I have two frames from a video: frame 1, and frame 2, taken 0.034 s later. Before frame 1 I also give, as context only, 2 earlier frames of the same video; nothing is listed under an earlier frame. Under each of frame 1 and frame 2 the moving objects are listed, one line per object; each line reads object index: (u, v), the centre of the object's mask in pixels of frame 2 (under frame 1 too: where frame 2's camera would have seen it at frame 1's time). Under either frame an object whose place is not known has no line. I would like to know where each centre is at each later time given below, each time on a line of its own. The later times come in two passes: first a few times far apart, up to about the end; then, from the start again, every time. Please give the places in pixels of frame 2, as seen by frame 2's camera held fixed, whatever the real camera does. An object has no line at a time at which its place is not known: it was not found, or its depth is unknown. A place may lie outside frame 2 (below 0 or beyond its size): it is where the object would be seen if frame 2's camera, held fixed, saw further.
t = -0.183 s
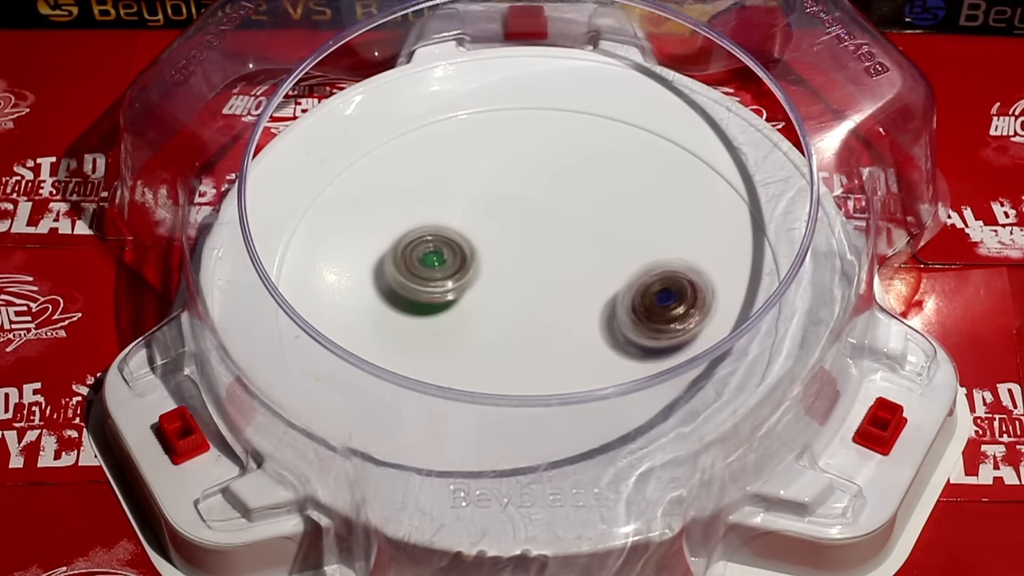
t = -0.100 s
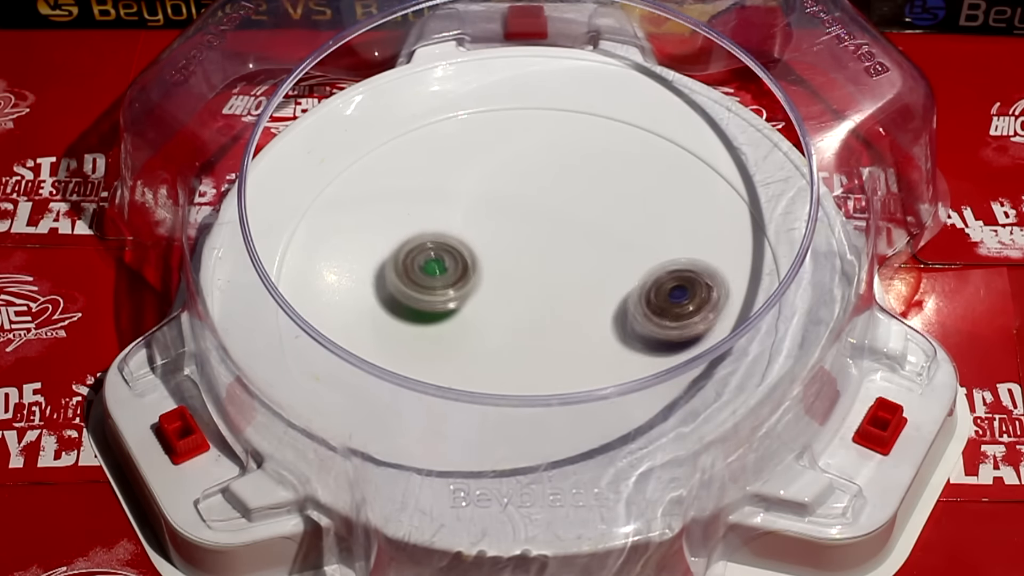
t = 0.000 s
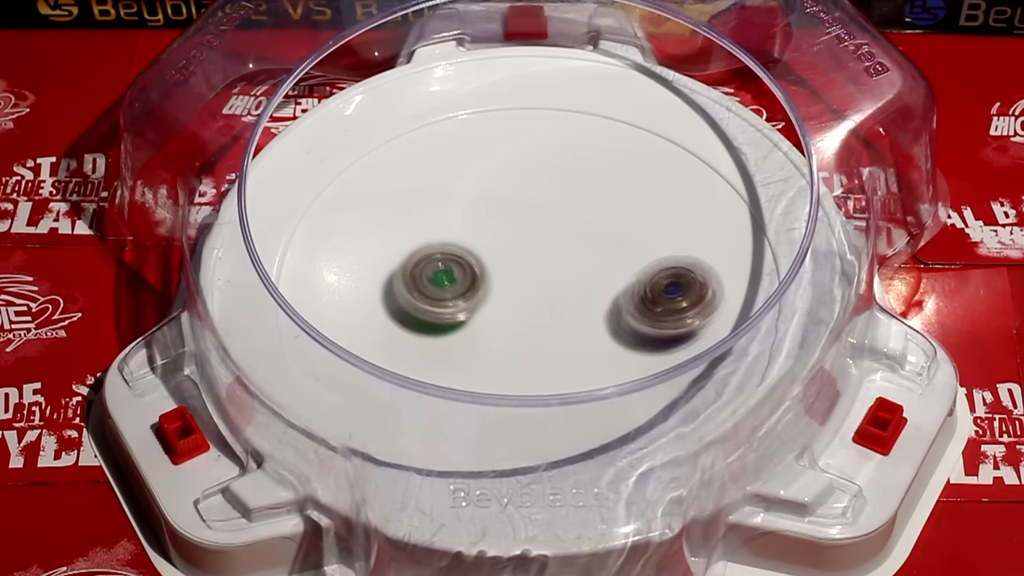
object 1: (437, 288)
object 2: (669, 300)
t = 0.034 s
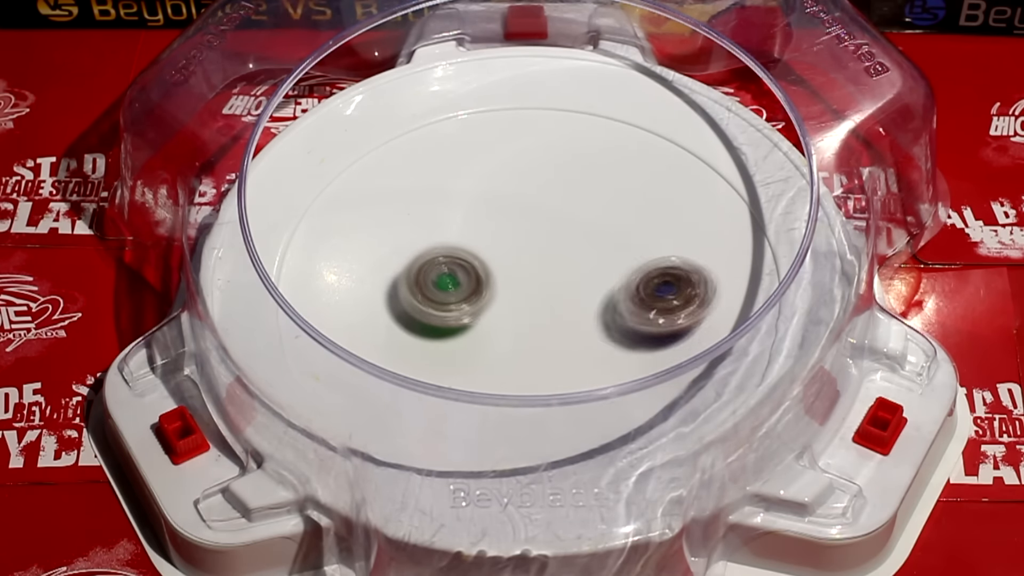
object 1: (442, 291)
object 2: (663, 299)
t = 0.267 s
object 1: (449, 307)
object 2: (612, 291)
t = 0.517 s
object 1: (343, 305)
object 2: (710, 261)
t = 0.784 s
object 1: (409, 334)
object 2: (646, 277)
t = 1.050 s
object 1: (482, 338)
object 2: (552, 263)
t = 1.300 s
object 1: (529, 348)
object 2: (565, 223)
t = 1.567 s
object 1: (579, 338)
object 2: (548, 266)
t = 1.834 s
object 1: (598, 329)
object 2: (516, 268)
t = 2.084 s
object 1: (599, 332)
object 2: (517, 237)
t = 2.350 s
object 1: (587, 330)
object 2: (537, 216)
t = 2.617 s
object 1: (549, 391)
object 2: (523, 160)
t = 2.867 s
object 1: (544, 368)
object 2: (522, 183)
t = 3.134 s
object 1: (539, 337)
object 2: (536, 263)
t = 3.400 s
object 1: (556, 328)
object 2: (542, 247)
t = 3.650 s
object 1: (581, 300)
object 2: (538, 244)
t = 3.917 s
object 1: (599, 293)
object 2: (534, 242)
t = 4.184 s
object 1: (583, 299)
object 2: (534, 242)
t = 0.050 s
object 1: (444, 293)
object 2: (657, 299)
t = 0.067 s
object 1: (447, 295)
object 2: (651, 298)
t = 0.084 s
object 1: (449, 297)
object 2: (647, 297)
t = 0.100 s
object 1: (452, 298)
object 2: (641, 297)
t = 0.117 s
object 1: (455, 300)
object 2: (634, 298)
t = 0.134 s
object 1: (458, 301)
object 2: (628, 297)
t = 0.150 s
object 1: (461, 303)
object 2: (623, 296)
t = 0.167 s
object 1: (465, 304)
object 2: (614, 297)
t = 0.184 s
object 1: (468, 305)
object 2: (606, 297)
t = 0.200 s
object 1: (471, 307)
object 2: (601, 294)
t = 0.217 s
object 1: (474, 308)
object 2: (595, 294)
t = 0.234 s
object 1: (477, 309)
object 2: (587, 293)
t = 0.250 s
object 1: (473, 308)
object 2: (595, 292)
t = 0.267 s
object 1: (449, 307)
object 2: (612, 291)
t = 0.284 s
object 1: (430, 306)
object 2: (627, 292)
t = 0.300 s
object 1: (409, 304)
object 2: (644, 286)
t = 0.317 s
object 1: (391, 301)
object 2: (661, 282)
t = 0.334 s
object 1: (375, 299)
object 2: (670, 282)
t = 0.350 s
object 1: (362, 298)
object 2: (681, 280)
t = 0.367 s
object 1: (353, 297)
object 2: (689, 277)
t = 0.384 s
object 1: (346, 295)
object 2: (697, 272)
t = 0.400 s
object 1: (341, 295)
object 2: (704, 270)
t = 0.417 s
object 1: (338, 294)
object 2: (709, 270)
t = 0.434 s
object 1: (337, 295)
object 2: (710, 268)
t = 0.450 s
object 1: (337, 297)
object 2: (710, 267)
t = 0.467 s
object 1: (338, 298)
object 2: (712, 264)
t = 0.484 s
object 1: (339, 300)
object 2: (712, 264)
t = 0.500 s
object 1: (341, 303)
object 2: (711, 263)
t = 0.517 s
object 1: (343, 305)
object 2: (710, 261)
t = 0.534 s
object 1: (345, 307)
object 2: (710, 260)
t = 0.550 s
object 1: (348, 309)
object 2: (708, 260)
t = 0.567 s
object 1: (351, 312)
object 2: (704, 261)
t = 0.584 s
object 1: (354, 314)
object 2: (702, 261)
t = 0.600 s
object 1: (358, 316)
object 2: (703, 260)
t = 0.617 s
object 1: (362, 318)
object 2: (700, 262)
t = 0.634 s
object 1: (366, 320)
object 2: (696, 264)
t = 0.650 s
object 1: (370, 322)
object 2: (692, 265)
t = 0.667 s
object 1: (375, 324)
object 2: (689, 265)
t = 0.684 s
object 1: (380, 326)
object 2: (685, 267)
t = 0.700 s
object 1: (384, 328)
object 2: (679, 270)
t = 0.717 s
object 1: (389, 329)
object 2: (671, 272)
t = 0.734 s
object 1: (393, 331)
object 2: (666, 273)
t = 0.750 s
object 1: (398, 332)
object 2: (663, 273)
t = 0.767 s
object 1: (404, 333)
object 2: (654, 275)
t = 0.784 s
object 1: (409, 334)
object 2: (646, 277)
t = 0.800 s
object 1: (414, 334)
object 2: (638, 279)
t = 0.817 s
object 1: (420, 335)
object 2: (632, 279)
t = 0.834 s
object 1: (425, 336)
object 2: (625, 280)
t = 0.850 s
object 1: (430, 336)
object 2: (614, 285)
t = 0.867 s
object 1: (437, 336)
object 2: (608, 281)
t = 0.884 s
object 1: (442, 336)
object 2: (598, 286)
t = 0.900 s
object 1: (448, 336)
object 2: (592, 286)
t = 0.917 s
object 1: (454, 334)
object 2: (584, 284)
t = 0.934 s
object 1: (459, 334)
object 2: (576, 283)
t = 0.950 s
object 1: (464, 334)
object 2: (569, 283)
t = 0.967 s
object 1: (470, 332)
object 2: (570, 278)
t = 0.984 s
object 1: (476, 332)
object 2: (563, 277)
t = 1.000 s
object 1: (482, 331)
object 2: (556, 276)
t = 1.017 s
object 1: (485, 331)
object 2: (551, 273)
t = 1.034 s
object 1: (483, 334)
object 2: (557, 265)
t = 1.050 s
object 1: (482, 338)
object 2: (552, 263)
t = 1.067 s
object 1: (481, 341)
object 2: (557, 251)
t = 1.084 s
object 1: (482, 343)
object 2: (560, 243)
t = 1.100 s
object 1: (484, 344)
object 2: (560, 239)
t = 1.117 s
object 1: (487, 345)
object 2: (561, 235)
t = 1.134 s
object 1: (491, 345)
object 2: (563, 232)
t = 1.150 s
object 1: (495, 346)
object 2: (563, 228)
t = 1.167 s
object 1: (498, 346)
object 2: (564, 225)
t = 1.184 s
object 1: (502, 347)
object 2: (566, 223)
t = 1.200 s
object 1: (506, 347)
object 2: (567, 222)
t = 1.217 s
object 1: (510, 348)
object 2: (567, 221)
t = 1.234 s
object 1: (514, 348)
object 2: (567, 219)
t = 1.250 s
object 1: (518, 348)
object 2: (568, 220)
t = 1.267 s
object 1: (522, 348)
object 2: (567, 223)
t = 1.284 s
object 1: (526, 348)
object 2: (566, 223)
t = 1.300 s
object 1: (529, 348)
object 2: (565, 223)
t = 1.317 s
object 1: (533, 347)
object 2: (568, 224)
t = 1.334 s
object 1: (537, 347)
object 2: (566, 228)
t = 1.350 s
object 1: (540, 347)
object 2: (565, 232)
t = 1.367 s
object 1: (544, 346)
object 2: (563, 233)
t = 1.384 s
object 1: (547, 345)
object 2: (562, 235)
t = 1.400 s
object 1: (551, 344)
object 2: (562, 239)
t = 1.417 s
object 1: (553, 343)
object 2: (561, 243)
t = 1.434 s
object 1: (557, 342)
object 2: (560, 246)
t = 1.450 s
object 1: (560, 341)
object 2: (559, 249)
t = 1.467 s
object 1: (562, 340)
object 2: (557, 252)
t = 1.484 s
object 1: (565, 339)
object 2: (556, 256)
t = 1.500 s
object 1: (568, 337)
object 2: (555, 261)
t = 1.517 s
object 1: (570, 336)
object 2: (553, 265)
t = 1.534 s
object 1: (573, 335)
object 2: (549, 268)
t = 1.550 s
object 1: (576, 336)
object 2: (547, 270)
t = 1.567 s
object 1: (579, 338)
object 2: (548, 266)
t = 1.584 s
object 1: (581, 339)
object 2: (545, 267)
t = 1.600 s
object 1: (583, 339)
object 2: (544, 269)
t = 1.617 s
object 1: (585, 338)
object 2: (542, 268)
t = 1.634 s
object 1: (586, 338)
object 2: (532, 273)
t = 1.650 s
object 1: (588, 338)
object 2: (529, 274)
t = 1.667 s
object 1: (589, 337)
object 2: (532, 271)
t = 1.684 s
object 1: (590, 336)
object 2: (531, 271)
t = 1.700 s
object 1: (592, 336)
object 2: (529, 270)
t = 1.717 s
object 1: (593, 335)
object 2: (526, 269)
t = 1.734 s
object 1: (594, 334)
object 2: (522, 271)
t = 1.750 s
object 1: (595, 334)
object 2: (522, 271)
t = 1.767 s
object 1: (597, 333)
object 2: (522, 269)
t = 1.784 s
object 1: (596, 332)
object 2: (518, 269)
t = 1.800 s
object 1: (597, 331)
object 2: (517, 267)
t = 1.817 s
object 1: (598, 331)
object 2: (517, 267)
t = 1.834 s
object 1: (598, 329)
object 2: (516, 268)
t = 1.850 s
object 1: (598, 329)
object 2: (513, 270)
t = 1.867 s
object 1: (598, 328)
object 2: (512, 268)
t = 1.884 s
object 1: (598, 326)
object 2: (512, 266)
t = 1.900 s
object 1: (597, 325)
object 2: (513, 266)
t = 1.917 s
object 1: (597, 324)
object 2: (514, 266)
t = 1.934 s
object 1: (596, 323)
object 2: (515, 266)
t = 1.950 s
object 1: (596, 322)
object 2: (515, 263)
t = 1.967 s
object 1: (594, 320)
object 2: (517, 261)
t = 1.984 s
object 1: (593, 319)
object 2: (519, 261)
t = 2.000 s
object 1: (592, 318)
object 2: (522, 261)
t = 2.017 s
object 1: (590, 317)
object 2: (524, 260)
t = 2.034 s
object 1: (590, 317)
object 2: (524, 257)
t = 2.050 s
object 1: (593, 321)
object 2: (523, 248)
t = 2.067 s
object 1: (596, 327)
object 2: (522, 241)
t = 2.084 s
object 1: (599, 332)
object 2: (517, 237)
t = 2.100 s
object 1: (600, 335)
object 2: (516, 228)
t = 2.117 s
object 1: (600, 337)
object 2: (514, 221)
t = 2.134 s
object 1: (600, 339)
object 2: (515, 216)
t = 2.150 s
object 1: (600, 339)
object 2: (516, 213)
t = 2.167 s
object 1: (600, 339)
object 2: (519, 210)
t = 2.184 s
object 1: (600, 339)
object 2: (519, 210)
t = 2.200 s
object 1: (599, 338)
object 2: (521, 209)
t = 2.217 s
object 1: (599, 338)
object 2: (521, 209)
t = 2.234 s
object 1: (598, 337)
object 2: (524, 208)
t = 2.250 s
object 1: (597, 336)
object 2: (528, 208)
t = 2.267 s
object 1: (596, 335)
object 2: (530, 210)
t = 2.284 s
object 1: (594, 334)
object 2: (531, 213)
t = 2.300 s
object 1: (592, 334)
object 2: (532, 214)
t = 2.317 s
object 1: (591, 332)
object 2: (532, 215)
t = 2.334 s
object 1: (589, 331)
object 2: (534, 216)
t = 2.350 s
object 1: (587, 330)
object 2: (537, 216)
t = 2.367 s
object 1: (585, 329)
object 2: (540, 221)
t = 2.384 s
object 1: (584, 328)
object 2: (540, 225)
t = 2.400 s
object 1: (581, 326)
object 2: (538, 232)
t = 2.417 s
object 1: (580, 325)
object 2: (540, 233)
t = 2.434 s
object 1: (578, 323)
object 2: (541, 235)
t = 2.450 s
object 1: (576, 322)
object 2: (543, 236)
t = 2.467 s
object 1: (574, 321)
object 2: (542, 242)
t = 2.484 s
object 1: (571, 321)
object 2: (538, 247)
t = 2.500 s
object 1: (569, 329)
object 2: (538, 236)
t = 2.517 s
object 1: (566, 343)
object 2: (538, 225)
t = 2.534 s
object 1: (564, 353)
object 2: (537, 210)
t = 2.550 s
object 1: (561, 360)
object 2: (535, 197)
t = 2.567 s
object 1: (559, 365)
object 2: (531, 186)
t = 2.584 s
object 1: (554, 379)
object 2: (530, 177)
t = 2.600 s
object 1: (551, 386)
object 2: (527, 168)
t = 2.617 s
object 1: (549, 391)
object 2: (523, 160)
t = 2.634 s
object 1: (545, 394)
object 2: (520, 154)
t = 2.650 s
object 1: (544, 394)
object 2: (518, 150)
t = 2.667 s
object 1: (545, 393)
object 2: (516, 146)
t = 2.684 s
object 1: (544, 393)
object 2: (515, 142)
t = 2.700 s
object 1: (544, 393)
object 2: (515, 141)
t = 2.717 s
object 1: (544, 393)
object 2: (516, 141)
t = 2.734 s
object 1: (544, 393)
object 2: (516, 142)
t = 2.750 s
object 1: (544, 392)
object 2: (517, 144)
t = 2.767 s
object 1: (544, 390)
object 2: (519, 147)
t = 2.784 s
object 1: (544, 388)
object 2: (520, 151)
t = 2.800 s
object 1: (544, 386)
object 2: (521, 156)
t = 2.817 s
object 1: (544, 384)
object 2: (522, 162)
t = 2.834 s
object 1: (543, 381)
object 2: (522, 169)
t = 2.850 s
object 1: (543, 378)
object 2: (523, 176)
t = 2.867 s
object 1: (544, 368)
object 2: (522, 183)
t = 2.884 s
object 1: (543, 367)
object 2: (521, 190)
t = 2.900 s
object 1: (546, 364)
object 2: (522, 195)
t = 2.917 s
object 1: (546, 362)
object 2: (522, 201)
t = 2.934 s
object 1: (546, 360)
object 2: (522, 208)
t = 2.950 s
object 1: (545, 359)
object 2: (524, 215)
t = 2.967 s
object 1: (545, 357)
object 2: (524, 222)
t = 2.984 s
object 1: (544, 355)
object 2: (525, 228)
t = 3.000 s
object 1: (539, 355)
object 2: (526, 234)
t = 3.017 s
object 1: (539, 352)
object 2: (527, 240)
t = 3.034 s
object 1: (538, 349)
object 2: (528, 245)
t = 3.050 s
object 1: (539, 346)
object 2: (530, 251)
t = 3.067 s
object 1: (539, 343)
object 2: (532, 256)
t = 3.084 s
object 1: (542, 337)
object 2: (535, 260)
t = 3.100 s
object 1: (545, 329)
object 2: (536, 262)
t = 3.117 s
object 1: (540, 333)
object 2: (538, 262)
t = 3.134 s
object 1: (539, 337)
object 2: (536, 263)
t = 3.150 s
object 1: (539, 341)
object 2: (538, 260)
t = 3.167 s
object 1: (539, 345)
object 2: (538, 257)
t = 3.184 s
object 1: (539, 347)
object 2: (541, 253)
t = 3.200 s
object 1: (539, 349)
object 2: (543, 249)
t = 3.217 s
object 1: (539, 349)
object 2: (544, 247)
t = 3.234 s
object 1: (540, 348)
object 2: (545, 247)
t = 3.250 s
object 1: (540, 347)
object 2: (545, 247)
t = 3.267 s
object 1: (546, 341)
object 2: (544, 247)
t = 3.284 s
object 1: (543, 343)
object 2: (544, 247)
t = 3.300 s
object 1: (545, 342)
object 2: (544, 247)
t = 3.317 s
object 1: (547, 339)
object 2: (544, 247)
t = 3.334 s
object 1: (549, 337)
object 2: (544, 247)
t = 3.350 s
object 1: (550, 335)
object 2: (544, 247)
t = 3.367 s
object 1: (558, 328)
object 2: (543, 247)
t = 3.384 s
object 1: (554, 331)
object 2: (542, 247)
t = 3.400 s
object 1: (556, 328)
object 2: (542, 247)
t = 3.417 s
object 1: (557, 326)
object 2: (541, 247)
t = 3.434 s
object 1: (564, 319)
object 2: (540, 247)
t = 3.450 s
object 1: (565, 317)
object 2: (539, 247)
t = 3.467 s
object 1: (567, 315)
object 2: (539, 247)
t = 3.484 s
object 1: (568, 313)
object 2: (539, 246)
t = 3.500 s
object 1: (570, 310)
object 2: (539, 246)
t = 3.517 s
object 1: (571, 309)
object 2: (539, 246)
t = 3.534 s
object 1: (573, 305)
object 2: (538, 245)
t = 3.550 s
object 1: (574, 304)
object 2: (538, 245)
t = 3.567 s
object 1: (576, 301)
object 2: (538, 245)
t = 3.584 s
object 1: (576, 300)
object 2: (538, 245)
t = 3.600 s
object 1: (578, 299)
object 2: (538, 244)
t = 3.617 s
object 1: (577, 302)
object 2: (538, 244)
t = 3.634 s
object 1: (582, 298)
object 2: (538, 244)
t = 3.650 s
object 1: (581, 300)
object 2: (538, 244)
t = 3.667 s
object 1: (583, 299)
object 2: (538, 244)
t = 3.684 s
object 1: (583, 298)
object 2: (538, 244)
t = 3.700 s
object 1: (586, 295)
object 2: (538, 244)
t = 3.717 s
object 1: (586, 296)
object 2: (537, 244)
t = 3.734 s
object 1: (588, 294)
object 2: (537, 245)
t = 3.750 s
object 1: (589, 294)
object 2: (537, 245)
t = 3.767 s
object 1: (590, 293)
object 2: (536, 245)
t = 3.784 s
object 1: (591, 292)
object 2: (536, 245)
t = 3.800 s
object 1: (591, 291)
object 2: (536, 245)
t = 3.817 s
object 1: (592, 291)
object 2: (536, 245)
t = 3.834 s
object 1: (593, 291)
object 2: (536, 245)
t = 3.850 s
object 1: (595, 293)
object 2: (535, 244)
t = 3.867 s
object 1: (598, 292)
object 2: (534, 243)
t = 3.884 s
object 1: (598, 293)
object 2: (534, 242)
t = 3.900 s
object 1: (598, 293)
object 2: (534, 242)
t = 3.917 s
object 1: (599, 293)
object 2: (534, 242)
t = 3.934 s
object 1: (599, 293)
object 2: (534, 242)
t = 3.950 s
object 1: (599, 293)
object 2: (534, 242)
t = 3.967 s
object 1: (599, 293)
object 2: (534, 242)
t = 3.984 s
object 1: (599, 293)
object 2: (534, 242)
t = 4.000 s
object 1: (598, 294)
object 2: (534, 242)
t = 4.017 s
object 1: (599, 294)
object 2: (534, 242)
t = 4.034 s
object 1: (598, 294)
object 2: (534, 242)
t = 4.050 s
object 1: (595, 297)
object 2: (534, 242)
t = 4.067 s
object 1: (597, 294)
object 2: (534, 242)
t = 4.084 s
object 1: (594, 297)
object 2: (534, 242)
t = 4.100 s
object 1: (594, 295)
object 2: (534, 242)
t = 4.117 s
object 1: (594, 295)
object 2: (534, 242)
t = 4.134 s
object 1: (592, 295)
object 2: (534, 242)
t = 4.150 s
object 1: (590, 295)
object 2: (534, 242)
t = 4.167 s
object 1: (588, 295)
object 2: (534, 242)
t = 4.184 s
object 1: (583, 299)
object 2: (534, 242)
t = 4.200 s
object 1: (584, 295)
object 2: (534, 242)
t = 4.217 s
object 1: (582, 295)
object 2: (534, 242)
